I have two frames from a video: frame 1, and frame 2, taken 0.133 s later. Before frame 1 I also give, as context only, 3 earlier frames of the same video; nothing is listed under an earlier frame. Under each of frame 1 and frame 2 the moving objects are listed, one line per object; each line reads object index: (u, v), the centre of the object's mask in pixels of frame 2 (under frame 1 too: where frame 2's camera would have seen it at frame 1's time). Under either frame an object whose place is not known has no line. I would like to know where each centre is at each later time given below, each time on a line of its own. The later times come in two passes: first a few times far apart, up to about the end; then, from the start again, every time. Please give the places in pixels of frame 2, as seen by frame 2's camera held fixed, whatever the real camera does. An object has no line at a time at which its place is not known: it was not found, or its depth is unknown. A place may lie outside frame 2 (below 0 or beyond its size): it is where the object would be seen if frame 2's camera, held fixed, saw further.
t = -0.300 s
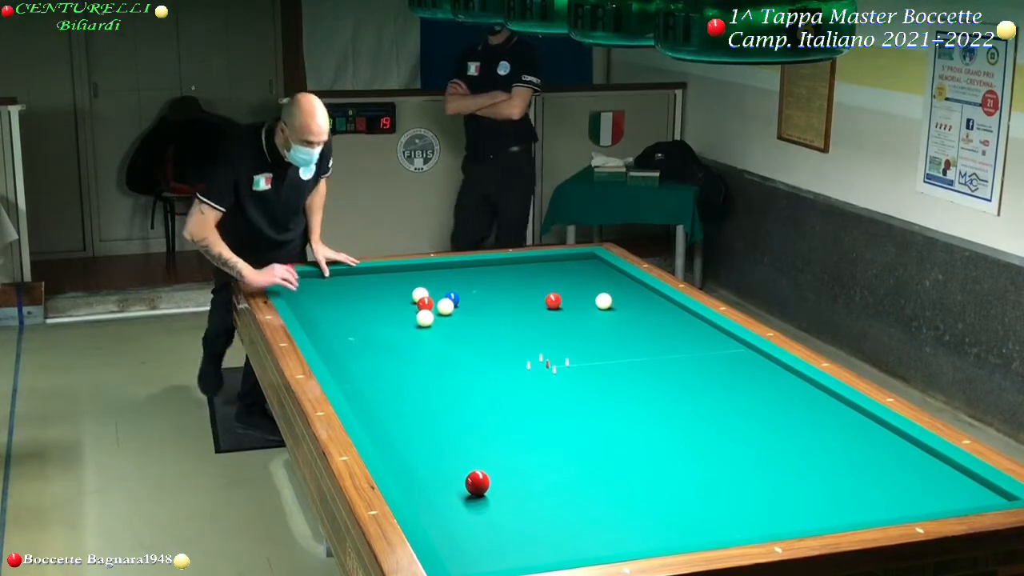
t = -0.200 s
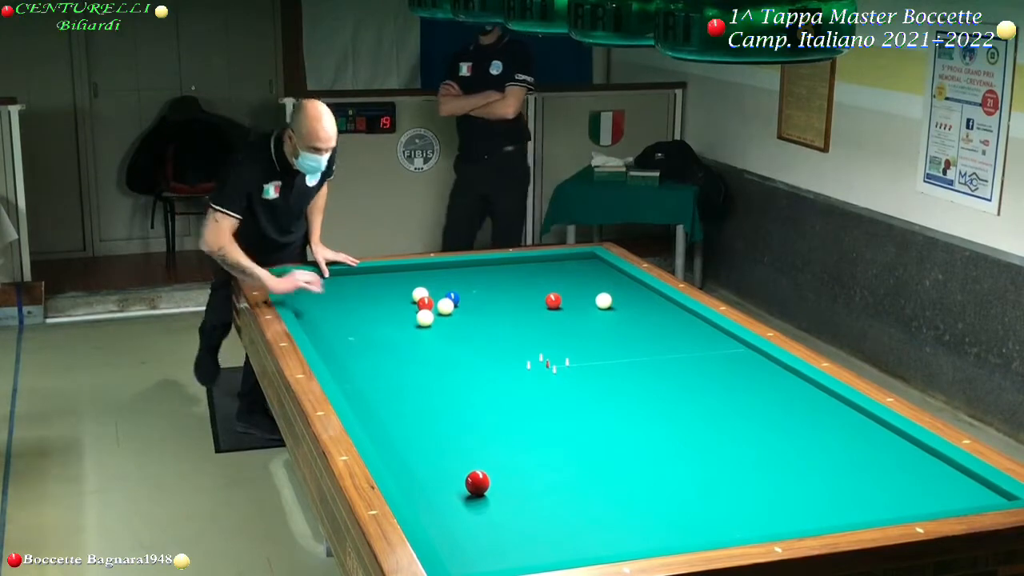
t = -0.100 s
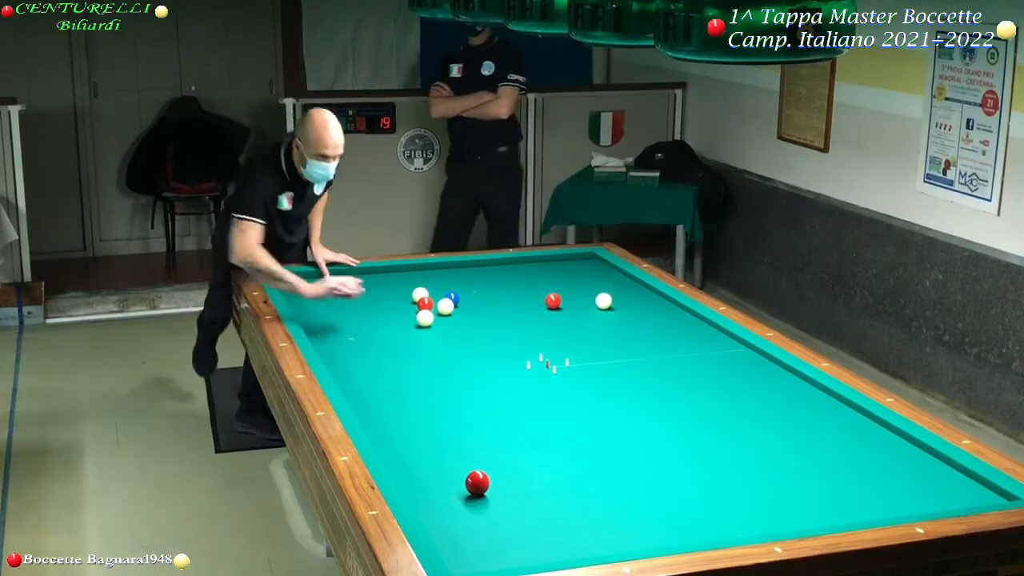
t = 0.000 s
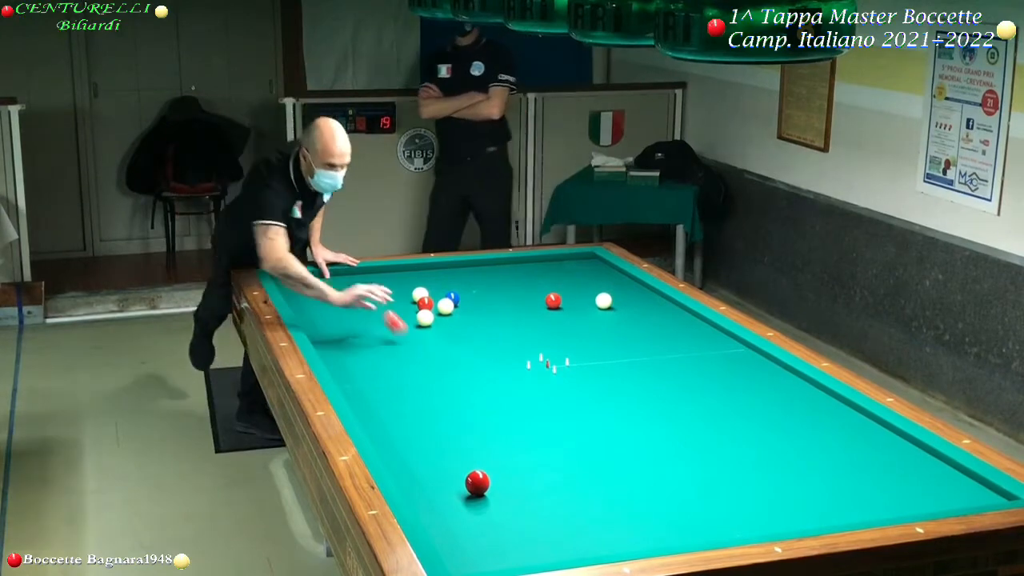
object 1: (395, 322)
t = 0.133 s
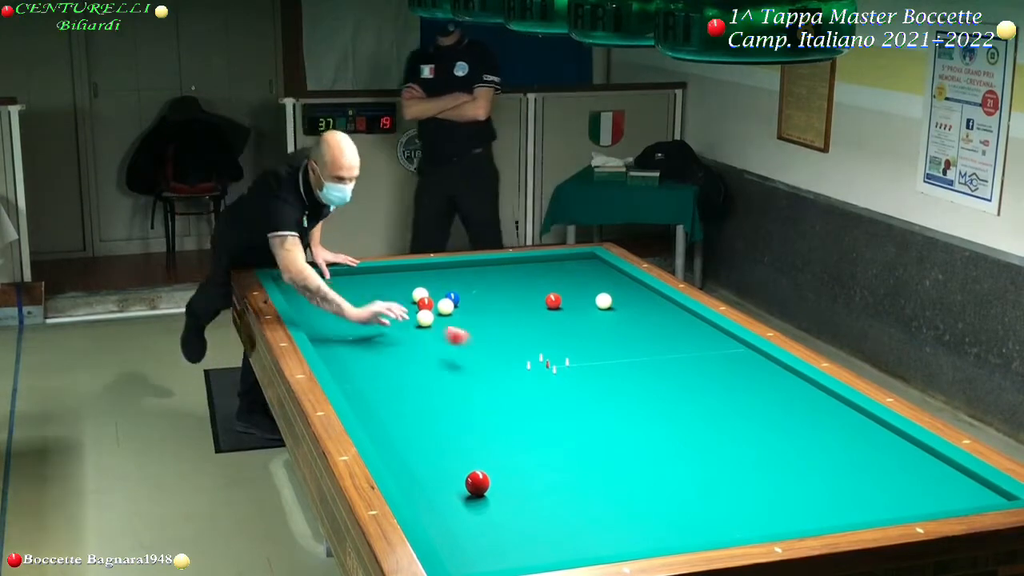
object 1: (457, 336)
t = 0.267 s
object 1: (525, 371)
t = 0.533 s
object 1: (671, 425)
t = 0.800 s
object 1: (837, 483)
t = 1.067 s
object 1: (901, 478)
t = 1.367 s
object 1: (884, 430)
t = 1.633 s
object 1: (824, 409)
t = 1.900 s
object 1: (769, 391)
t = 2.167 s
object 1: (719, 375)
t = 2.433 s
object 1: (672, 360)
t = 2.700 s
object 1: (631, 346)
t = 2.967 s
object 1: (592, 333)
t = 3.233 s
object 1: (557, 322)
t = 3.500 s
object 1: (524, 311)
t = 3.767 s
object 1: (493, 302)
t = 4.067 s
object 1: (462, 291)
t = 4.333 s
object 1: (435, 283)
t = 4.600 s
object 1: (411, 275)
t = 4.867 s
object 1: (388, 269)
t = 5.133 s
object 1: (376, 275)
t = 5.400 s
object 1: (363, 281)
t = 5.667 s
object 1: (350, 286)
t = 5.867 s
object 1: (340, 290)
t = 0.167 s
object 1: (473, 342)
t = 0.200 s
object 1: (489, 353)
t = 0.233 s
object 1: (506, 368)
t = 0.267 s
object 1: (525, 371)
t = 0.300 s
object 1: (540, 372)
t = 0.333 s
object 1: (558, 378)
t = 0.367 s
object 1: (577, 387)
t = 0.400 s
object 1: (595, 398)
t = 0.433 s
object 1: (614, 403)
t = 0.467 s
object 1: (633, 408)
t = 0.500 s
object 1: (651, 417)
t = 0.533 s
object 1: (671, 425)
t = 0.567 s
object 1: (690, 431)
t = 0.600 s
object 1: (711, 440)
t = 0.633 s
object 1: (731, 446)
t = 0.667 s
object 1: (752, 454)
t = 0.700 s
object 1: (773, 461)
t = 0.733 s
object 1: (794, 469)
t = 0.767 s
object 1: (815, 476)
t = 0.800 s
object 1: (837, 483)
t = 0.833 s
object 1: (859, 491)
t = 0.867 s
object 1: (880, 498)
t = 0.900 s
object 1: (902, 504)
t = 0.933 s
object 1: (918, 505)
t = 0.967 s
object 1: (913, 501)
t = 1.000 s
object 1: (909, 493)
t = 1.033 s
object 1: (904, 486)
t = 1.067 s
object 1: (901, 478)
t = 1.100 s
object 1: (897, 471)
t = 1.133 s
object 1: (894, 465)
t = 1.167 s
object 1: (892, 459)
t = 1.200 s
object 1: (890, 454)
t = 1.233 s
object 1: (888, 448)
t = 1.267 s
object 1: (886, 443)
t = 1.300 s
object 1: (885, 439)
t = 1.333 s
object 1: (885, 434)
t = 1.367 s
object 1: (884, 430)
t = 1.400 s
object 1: (881, 426)
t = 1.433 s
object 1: (871, 424)
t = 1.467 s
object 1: (863, 421)
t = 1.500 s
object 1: (854, 419)
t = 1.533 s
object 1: (846, 416)
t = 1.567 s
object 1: (838, 414)
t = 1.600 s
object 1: (831, 412)
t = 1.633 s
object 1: (824, 409)
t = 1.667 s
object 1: (816, 407)
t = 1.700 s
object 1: (809, 405)
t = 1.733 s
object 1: (802, 402)
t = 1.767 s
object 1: (795, 400)
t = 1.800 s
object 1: (789, 398)
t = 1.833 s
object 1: (782, 396)
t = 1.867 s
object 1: (775, 393)
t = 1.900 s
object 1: (769, 391)
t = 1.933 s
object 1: (762, 389)
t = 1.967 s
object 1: (756, 387)
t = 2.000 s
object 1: (749, 385)
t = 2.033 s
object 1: (743, 383)
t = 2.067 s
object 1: (736, 381)
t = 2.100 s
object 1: (731, 379)
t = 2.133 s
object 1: (725, 377)
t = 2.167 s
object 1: (719, 375)
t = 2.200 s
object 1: (713, 373)
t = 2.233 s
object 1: (707, 371)
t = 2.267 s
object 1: (701, 369)
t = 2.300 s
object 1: (695, 367)
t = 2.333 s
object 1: (689, 365)
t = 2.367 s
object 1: (683, 363)
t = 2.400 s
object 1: (678, 362)
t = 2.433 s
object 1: (672, 360)
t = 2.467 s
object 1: (667, 358)
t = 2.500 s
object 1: (662, 356)
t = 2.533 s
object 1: (656, 354)
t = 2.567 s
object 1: (651, 353)
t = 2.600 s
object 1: (646, 351)
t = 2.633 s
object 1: (641, 349)
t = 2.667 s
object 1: (636, 347)
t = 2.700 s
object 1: (631, 346)
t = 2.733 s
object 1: (626, 344)
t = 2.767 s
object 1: (620, 343)
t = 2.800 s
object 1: (616, 341)
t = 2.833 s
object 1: (611, 340)
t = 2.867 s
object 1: (606, 338)
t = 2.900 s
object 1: (601, 336)
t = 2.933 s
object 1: (597, 335)
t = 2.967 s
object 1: (592, 333)
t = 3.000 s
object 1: (588, 332)
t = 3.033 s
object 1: (583, 331)
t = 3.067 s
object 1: (579, 329)
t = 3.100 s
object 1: (574, 328)
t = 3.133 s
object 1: (570, 326)
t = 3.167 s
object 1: (565, 325)
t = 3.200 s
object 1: (561, 323)
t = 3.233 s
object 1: (557, 322)
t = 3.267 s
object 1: (552, 321)
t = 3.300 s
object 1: (548, 319)
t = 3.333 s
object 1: (544, 318)
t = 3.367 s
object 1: (540, 317)
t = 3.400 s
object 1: (536, 315)
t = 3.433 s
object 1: (531, 314)
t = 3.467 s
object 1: (528, 313)
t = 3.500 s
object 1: (524, 311)
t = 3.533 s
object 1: (520, 310)
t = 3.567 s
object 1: (516, 309)
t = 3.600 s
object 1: (512, 308)
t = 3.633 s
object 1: (508, 306)
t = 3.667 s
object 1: (504, 305)
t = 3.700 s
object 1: (500, 304)
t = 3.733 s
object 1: (497, 303)
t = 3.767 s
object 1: (493, 302)
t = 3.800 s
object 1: (490, 300)
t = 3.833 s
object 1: (486, 299)
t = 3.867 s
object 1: (482, 298)
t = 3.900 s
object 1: (479, 297)
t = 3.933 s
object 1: (475, 296)
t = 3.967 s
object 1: (472, 294)
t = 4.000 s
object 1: (468, 294)
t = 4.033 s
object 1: (465, 292)
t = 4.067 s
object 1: (462, 291)
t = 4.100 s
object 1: (459, 289)
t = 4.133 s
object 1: (456, 288)
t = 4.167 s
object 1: (451, 287)
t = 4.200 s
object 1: (448, 286)
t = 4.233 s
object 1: (445, 286)
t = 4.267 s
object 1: (442, 285)
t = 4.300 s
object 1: (438, 284)
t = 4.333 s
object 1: (435, 283)
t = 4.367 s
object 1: (432, 282)
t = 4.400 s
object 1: (429, 281)
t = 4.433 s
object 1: (426, 280)
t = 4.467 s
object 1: (423, 279)
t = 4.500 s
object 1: (420, 278)
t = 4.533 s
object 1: (417, 277)
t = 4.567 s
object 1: (413, 276)
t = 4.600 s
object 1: (411, 275)
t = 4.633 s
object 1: (407, 274)
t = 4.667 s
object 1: (405, 273)
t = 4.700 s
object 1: (401, 272)
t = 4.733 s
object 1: (399, 271)
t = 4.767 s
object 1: (396, 270)
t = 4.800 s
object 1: (393, 270)
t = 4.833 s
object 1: (390, 269)
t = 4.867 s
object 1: (388, 269)
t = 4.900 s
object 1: (387, 270)
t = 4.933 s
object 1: (385, 271)
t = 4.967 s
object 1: (384, 271)
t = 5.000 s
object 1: (382, 272)
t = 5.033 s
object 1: (381, 273)
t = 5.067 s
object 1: (379, 274)
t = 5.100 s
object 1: (377, 274)
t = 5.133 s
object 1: (376, 275)
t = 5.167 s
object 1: (374, 276)
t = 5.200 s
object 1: (372, 276)
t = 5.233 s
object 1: (371, 277)
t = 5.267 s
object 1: (369, 277)
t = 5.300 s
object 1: (368, 278)
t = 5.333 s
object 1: (366, 279)
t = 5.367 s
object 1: (364, 280)
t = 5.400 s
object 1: (363, 281)
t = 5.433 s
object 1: (361, 281)
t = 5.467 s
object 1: (360, 282)
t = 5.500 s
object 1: (358, 283)
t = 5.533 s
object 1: (357, 283)
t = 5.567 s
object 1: (355, 284)
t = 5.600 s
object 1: (353, 285)
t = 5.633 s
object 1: (352, 286)
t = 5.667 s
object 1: (350, 286)
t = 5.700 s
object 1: (348, 287)
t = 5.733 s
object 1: (347, 288)
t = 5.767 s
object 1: (345, 288)
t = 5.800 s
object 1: (344, 289)
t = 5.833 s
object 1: (342, 290)
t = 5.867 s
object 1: (340, 290)
